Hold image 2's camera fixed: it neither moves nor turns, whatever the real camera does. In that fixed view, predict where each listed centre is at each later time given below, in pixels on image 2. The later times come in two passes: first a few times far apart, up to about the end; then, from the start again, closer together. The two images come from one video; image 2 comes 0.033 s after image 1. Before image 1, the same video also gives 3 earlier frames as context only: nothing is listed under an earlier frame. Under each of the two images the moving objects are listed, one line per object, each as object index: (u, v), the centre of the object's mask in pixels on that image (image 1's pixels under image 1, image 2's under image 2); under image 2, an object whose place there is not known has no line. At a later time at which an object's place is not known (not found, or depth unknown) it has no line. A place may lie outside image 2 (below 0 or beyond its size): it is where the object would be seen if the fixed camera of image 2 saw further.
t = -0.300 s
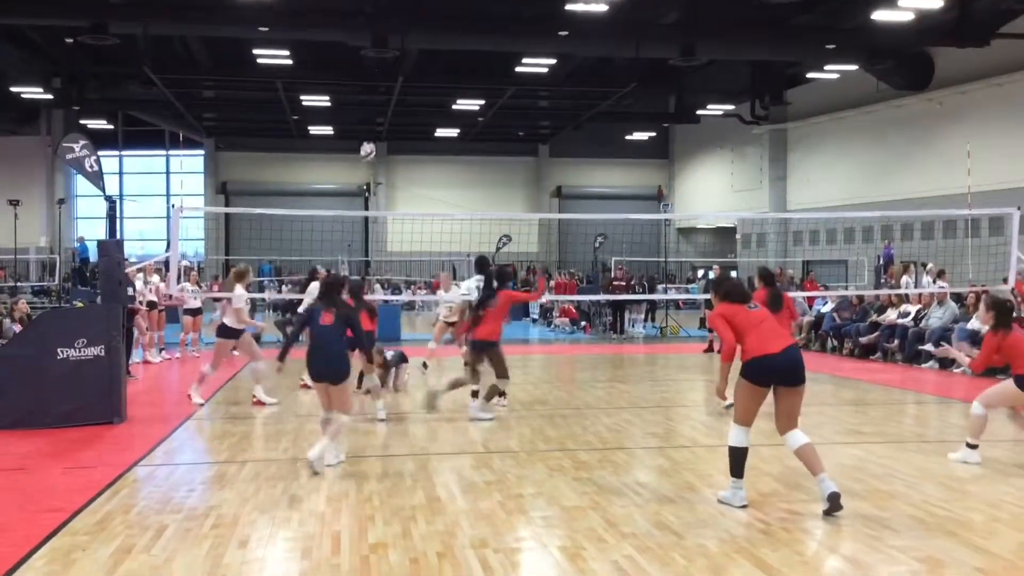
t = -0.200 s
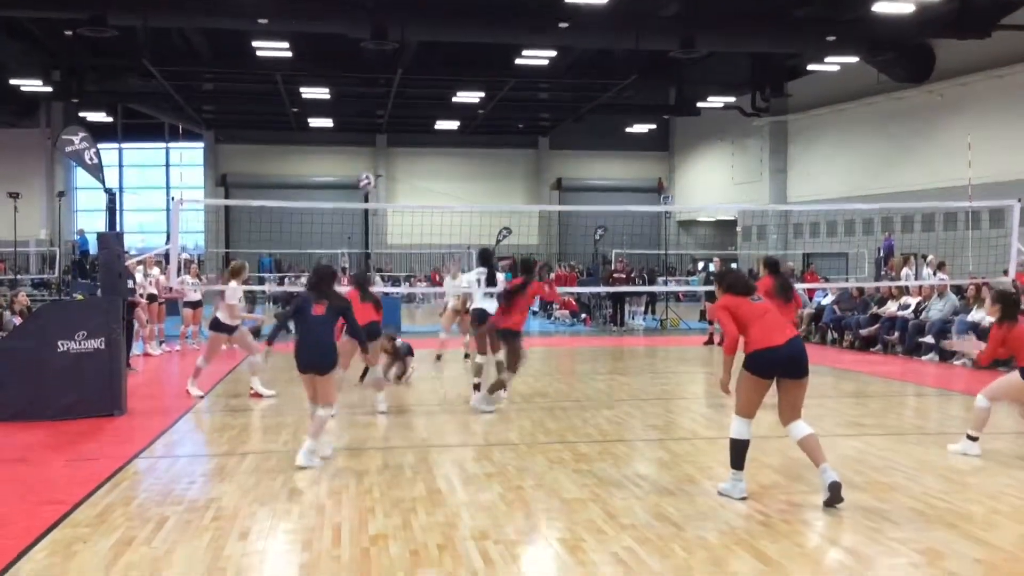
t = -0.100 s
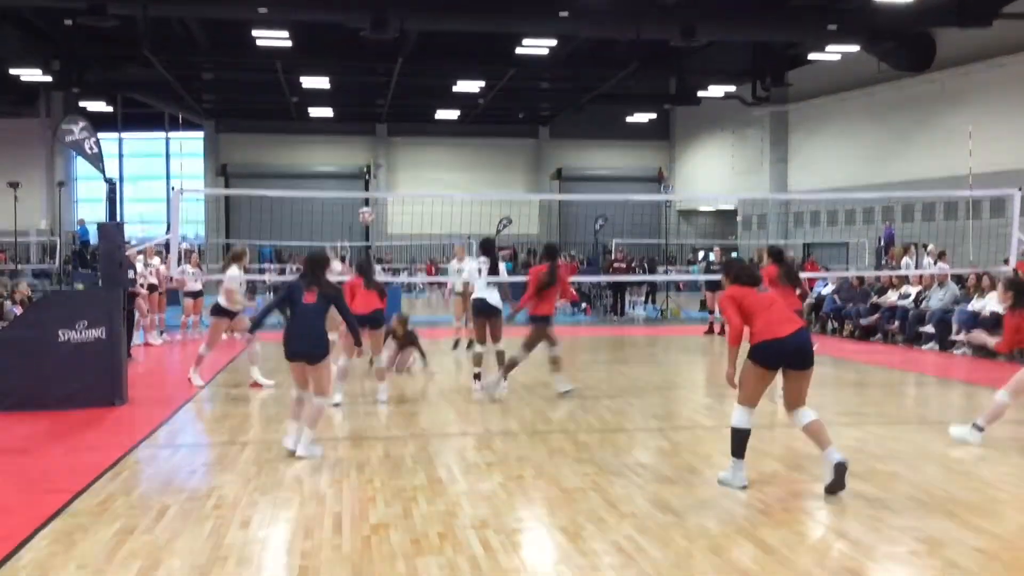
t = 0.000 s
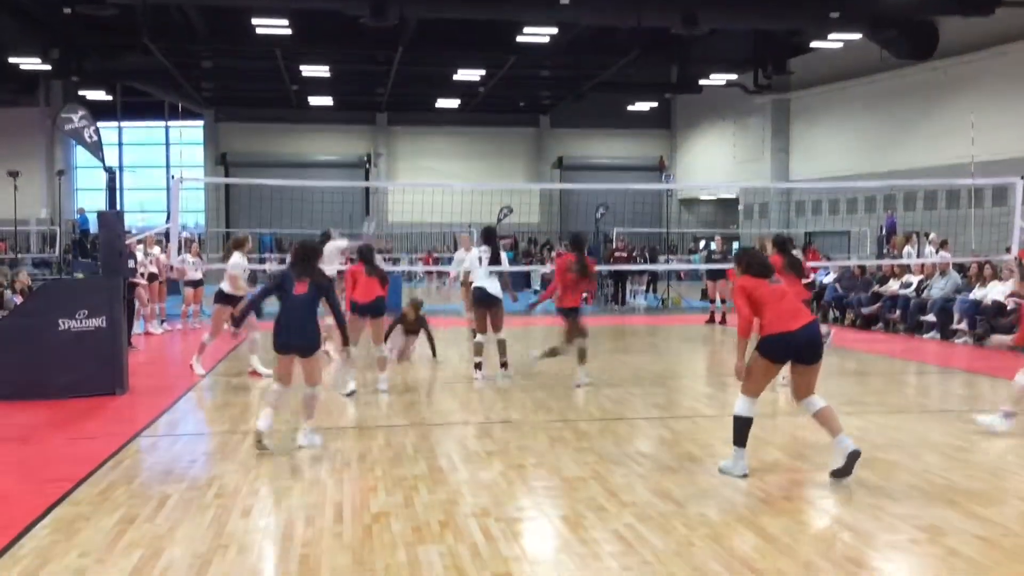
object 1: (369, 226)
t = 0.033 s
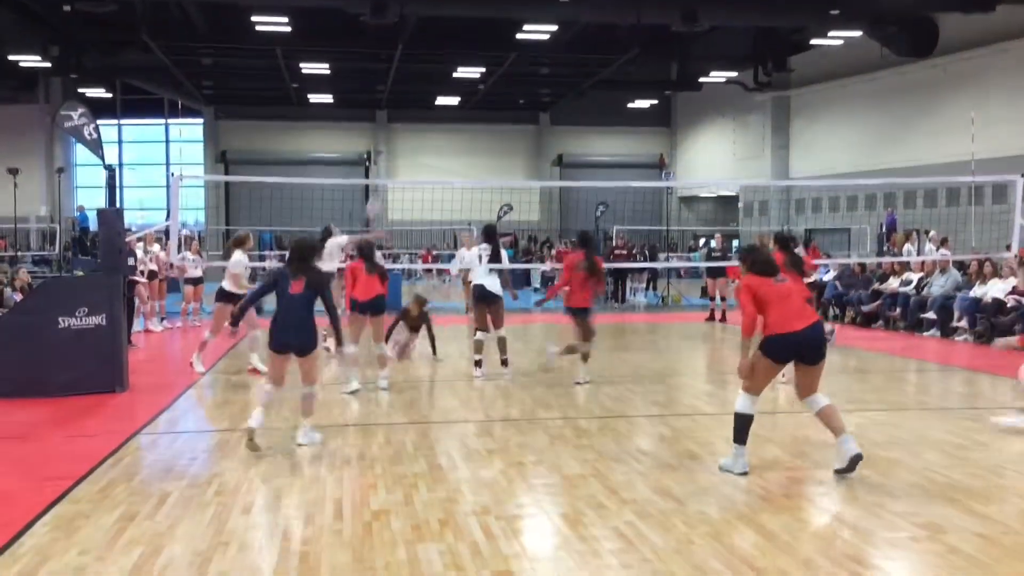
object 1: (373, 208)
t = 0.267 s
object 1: (397, 107)
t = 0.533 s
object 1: (423, 37)
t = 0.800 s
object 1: (450, 22)
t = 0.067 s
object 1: (378, 190)
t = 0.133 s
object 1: (381, 158)
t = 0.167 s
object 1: (387, 143)
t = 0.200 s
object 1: (391, 130)
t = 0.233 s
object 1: (394, 118)
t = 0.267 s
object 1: (397, 107)
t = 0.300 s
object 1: (401, 95)
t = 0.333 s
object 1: (404, 84)
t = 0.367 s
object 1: (407, 74)
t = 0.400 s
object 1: (410, 65)
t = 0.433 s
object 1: (414, 57)
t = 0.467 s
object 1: (417, 49)
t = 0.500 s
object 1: (420, 43)
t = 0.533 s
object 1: (423, 37)
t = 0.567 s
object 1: (427, 33)
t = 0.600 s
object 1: (430, 29)
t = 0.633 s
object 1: (434, 25)
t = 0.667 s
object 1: (437, 23)
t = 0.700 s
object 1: (440, 22)
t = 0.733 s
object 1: (444, 21)
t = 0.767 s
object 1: (447, 21)
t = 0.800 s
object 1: (450, 22)
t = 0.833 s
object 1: (454, 24)
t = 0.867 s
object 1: (457, 27)
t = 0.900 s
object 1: (460, 30)
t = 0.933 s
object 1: (464, 34)
